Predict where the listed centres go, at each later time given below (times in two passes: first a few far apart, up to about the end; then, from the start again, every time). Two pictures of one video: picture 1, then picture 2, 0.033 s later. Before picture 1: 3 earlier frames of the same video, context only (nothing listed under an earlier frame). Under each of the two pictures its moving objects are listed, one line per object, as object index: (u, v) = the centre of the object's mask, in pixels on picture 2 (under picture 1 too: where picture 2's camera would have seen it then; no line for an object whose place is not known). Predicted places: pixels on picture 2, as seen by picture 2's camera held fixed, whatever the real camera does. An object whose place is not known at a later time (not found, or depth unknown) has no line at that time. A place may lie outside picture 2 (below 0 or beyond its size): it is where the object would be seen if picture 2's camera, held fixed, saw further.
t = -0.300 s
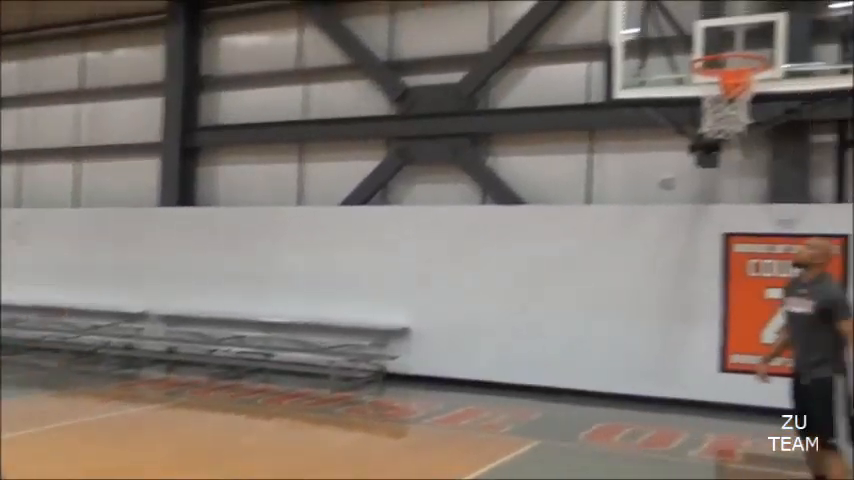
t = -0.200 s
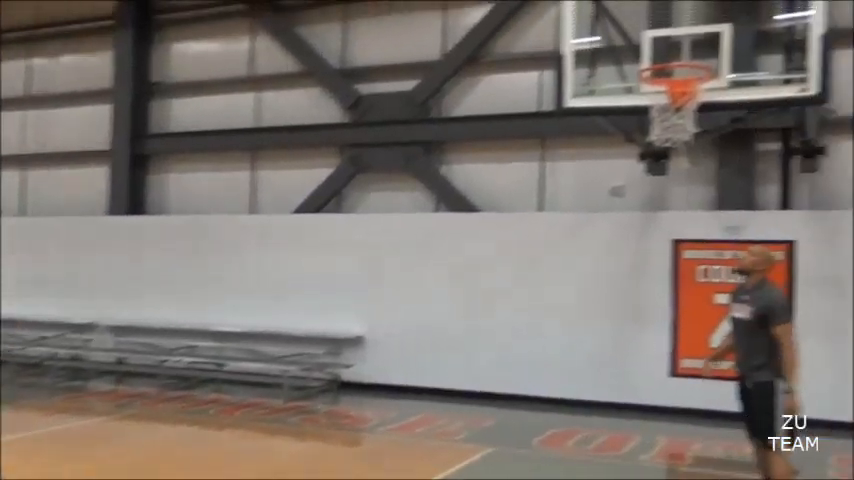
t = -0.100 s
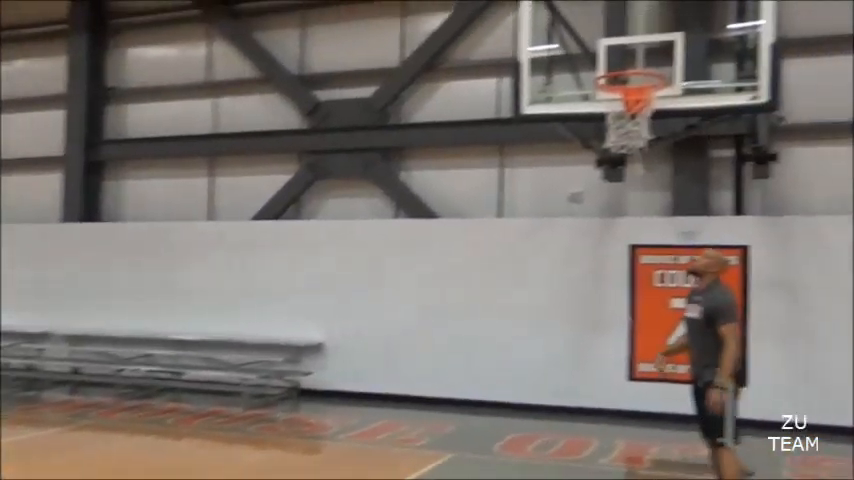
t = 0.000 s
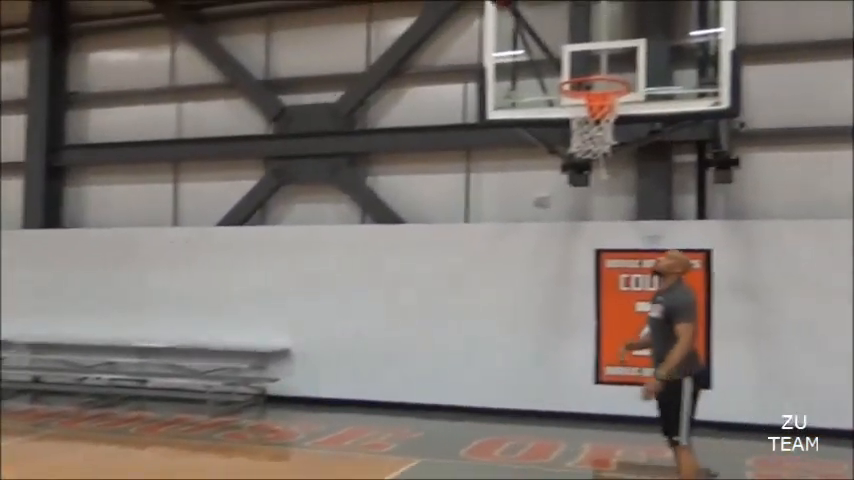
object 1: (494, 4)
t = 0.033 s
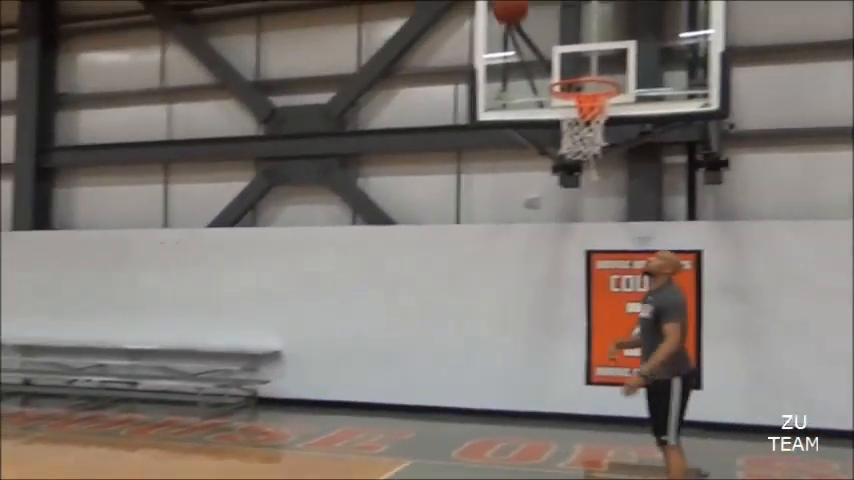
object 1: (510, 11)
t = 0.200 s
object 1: (567, 58)
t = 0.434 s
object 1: (607, 63)
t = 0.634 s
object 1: (611, 64)
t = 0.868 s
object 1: (606, 59)
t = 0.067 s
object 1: (525, 25)
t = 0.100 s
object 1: (540, 44)
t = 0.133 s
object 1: (554, 65)
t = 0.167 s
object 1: (561, 63)
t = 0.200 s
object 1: (567, 58)
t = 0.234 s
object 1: (574, 55)
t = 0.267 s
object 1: (581, 53)
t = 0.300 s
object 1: (586, 53)
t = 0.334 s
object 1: (591, 54)
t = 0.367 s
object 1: (595, 57)
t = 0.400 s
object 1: (601, 60)
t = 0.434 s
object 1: (607, 63)
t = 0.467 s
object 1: (608, 63)
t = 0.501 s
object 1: (609, 64)
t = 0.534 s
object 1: (610, 66)
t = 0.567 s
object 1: (612, 66)
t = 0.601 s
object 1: (612, 66)
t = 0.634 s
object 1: (611, 64)
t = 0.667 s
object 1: (611, 62)
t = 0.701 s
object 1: (610, 61)
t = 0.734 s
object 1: (610, 61)
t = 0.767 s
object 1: (610, 63)
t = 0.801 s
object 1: (609, 62)
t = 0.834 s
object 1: (608, 60)
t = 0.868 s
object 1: (606, 59)
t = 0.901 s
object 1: (605, 60)
